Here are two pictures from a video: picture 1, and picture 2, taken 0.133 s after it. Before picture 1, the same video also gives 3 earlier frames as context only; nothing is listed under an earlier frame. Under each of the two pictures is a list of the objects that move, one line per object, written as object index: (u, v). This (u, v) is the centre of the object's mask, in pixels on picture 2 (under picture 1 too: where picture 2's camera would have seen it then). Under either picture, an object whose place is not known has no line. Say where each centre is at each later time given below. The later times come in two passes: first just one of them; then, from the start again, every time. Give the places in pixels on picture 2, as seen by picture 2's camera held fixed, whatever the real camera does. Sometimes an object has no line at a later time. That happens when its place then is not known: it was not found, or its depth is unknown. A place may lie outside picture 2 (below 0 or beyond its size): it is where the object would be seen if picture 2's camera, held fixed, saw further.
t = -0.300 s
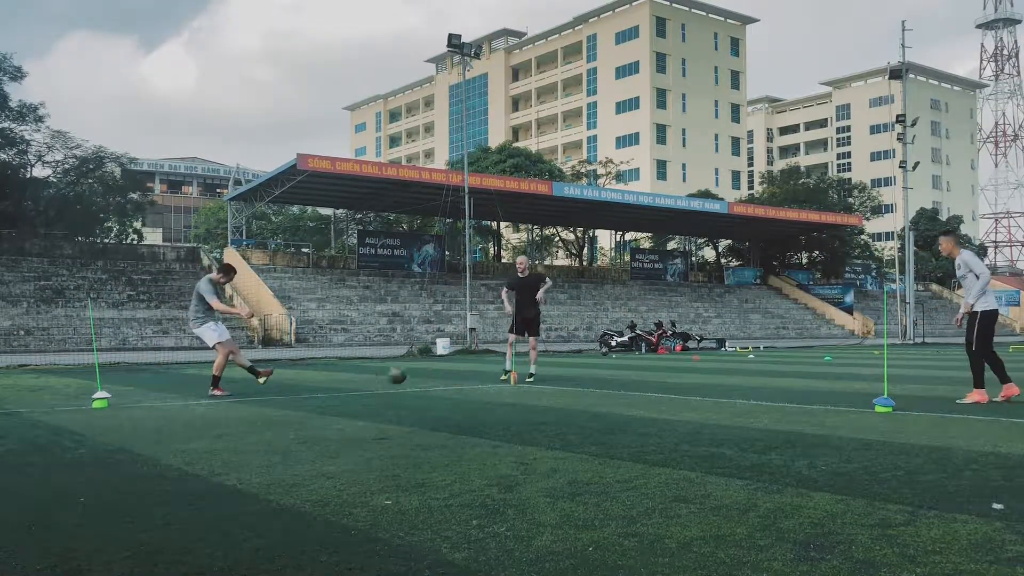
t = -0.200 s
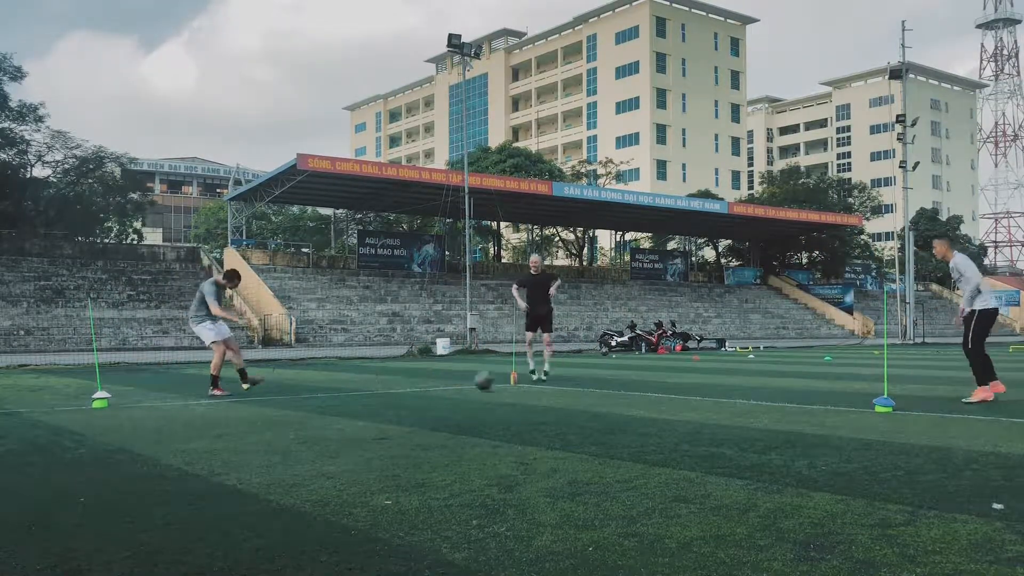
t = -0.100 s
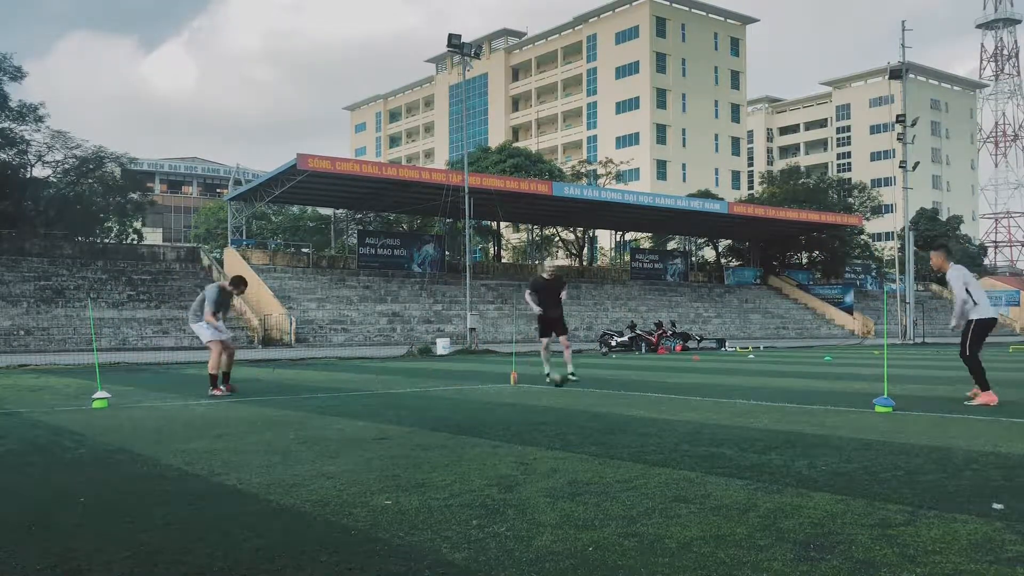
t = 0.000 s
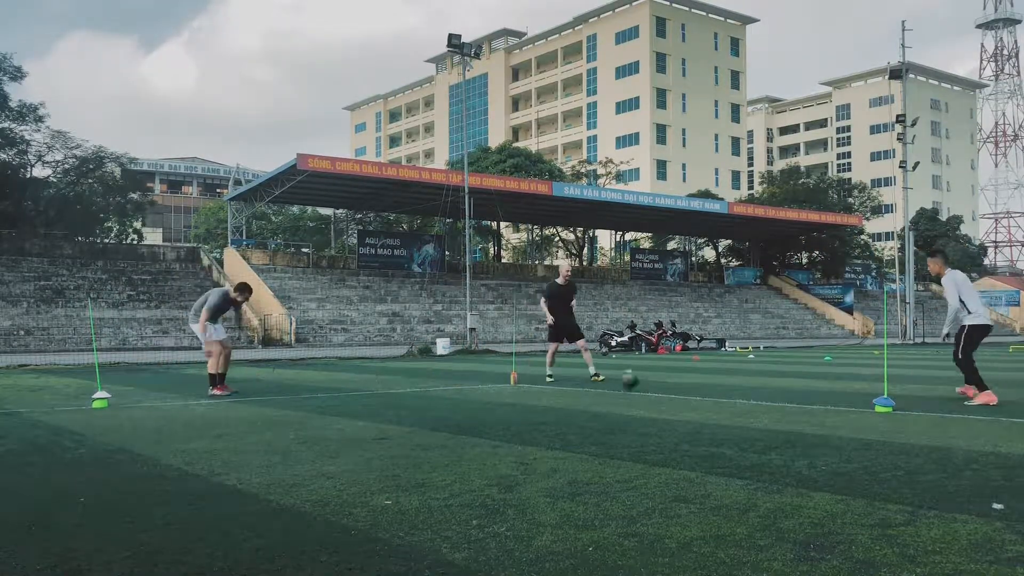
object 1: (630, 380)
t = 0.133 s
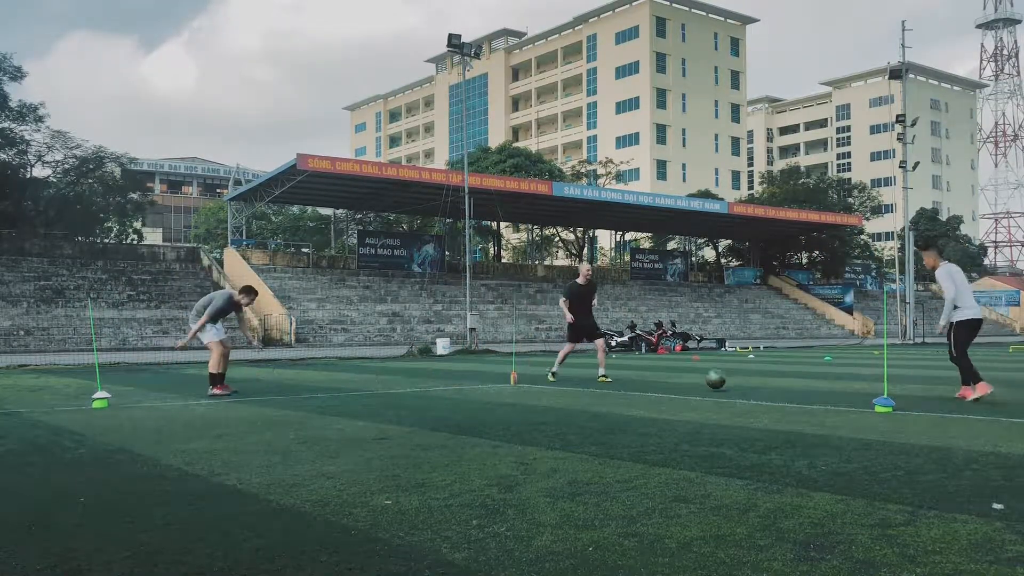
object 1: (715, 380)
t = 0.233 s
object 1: (776, 383)
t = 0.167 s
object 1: (736, 379)
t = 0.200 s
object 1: (756, 381)
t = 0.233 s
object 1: (776, 383)
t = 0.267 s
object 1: (794, 382)
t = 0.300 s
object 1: (812, 382)
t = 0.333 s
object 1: (829, 381)
